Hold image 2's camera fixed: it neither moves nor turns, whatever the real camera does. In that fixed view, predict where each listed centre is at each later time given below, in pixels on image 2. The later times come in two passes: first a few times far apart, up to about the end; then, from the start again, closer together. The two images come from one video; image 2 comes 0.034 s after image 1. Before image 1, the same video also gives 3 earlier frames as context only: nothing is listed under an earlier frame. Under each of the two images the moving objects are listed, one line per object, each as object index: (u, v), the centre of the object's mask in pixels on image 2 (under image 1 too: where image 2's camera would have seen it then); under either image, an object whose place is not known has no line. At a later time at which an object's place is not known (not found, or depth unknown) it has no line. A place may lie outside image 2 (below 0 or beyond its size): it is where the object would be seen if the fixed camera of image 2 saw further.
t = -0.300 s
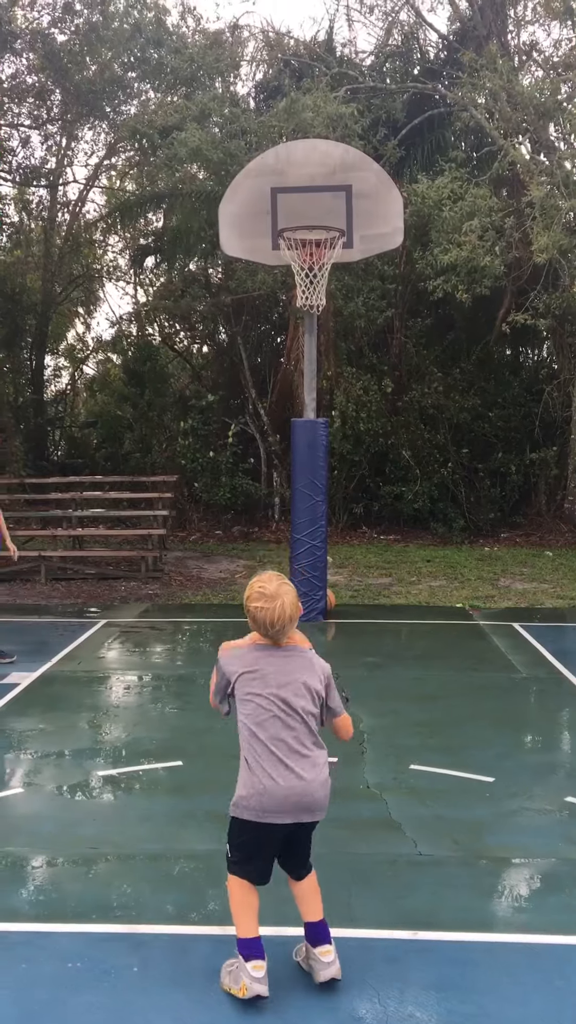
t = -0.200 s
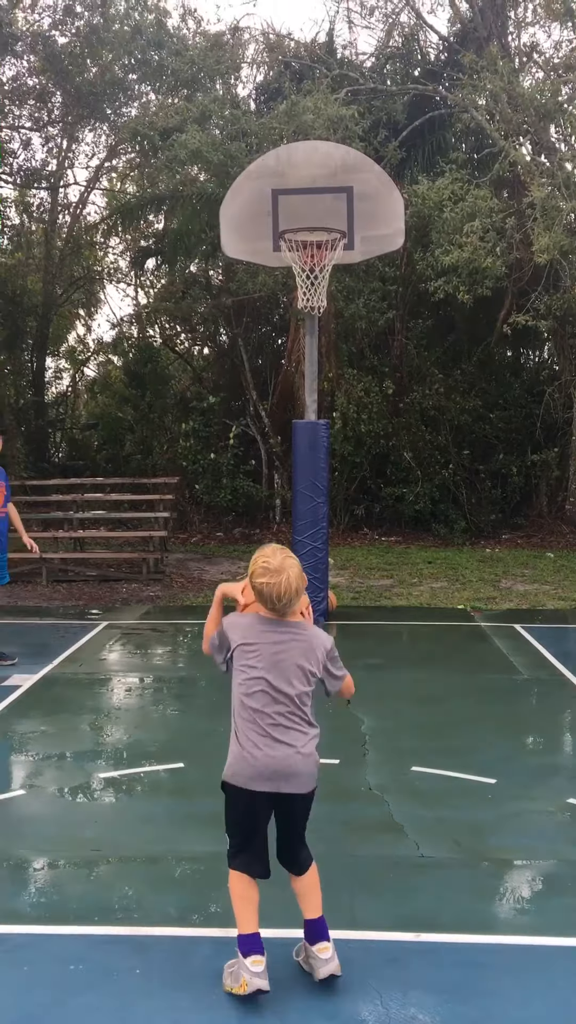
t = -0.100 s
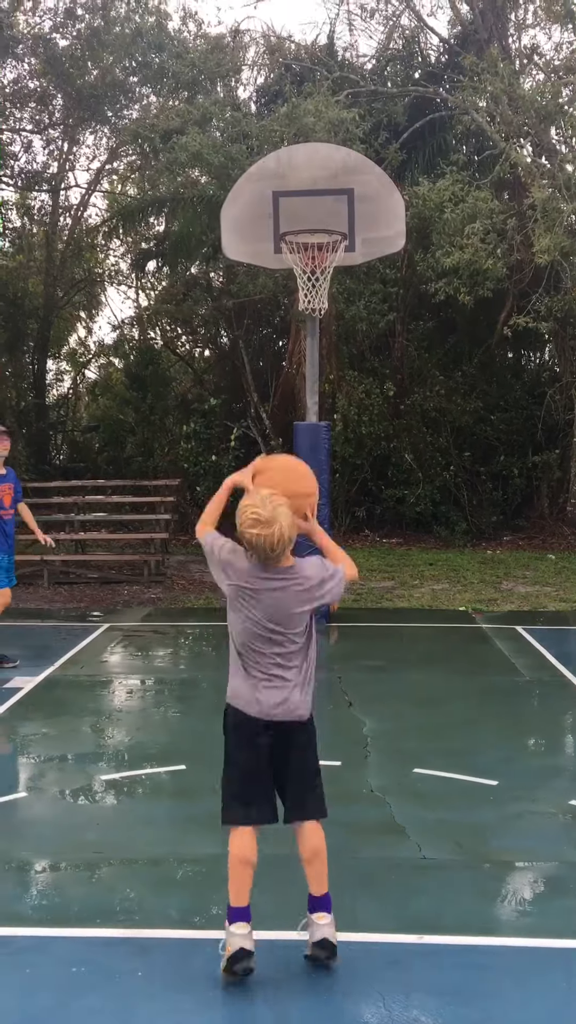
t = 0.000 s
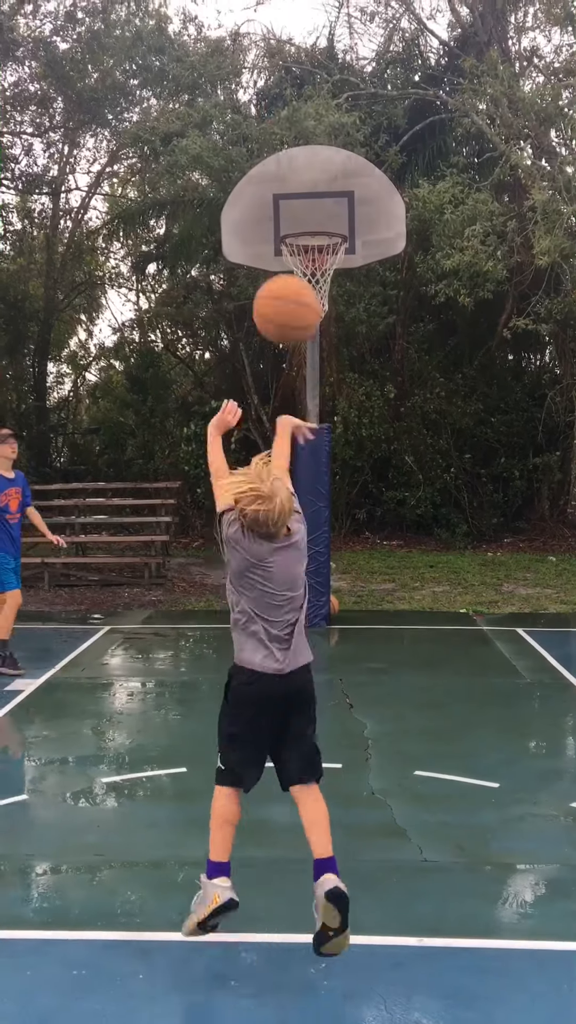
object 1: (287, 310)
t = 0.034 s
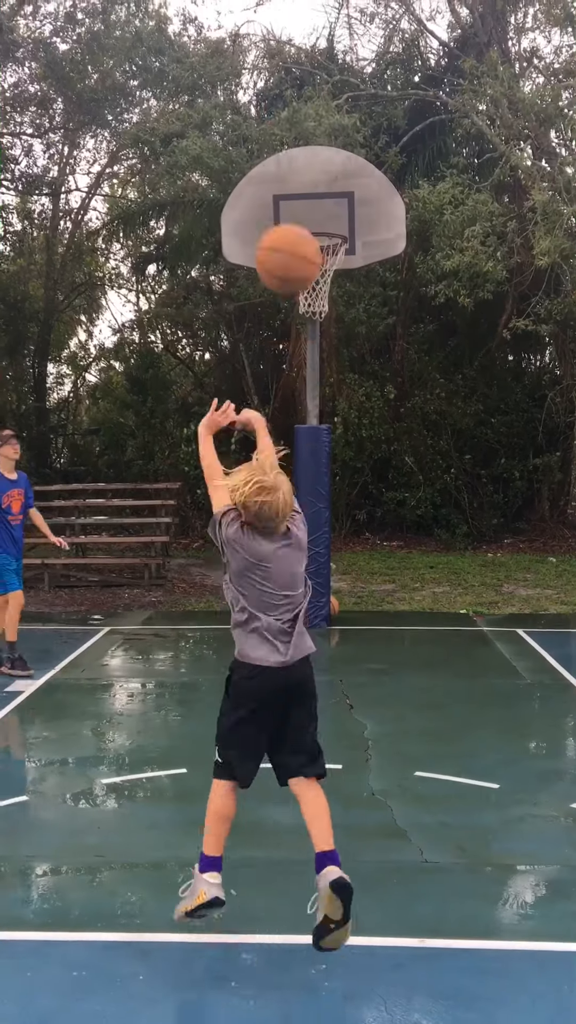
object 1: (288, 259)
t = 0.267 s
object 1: (295, 35)
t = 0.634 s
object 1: (304, 3)
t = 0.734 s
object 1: (305, 39)
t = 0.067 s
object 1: (289, 212)
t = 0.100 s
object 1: (291, 171)
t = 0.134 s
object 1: (292, 135)
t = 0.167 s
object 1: (293, 104)
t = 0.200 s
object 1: (293, 77)
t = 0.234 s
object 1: (294, 55)
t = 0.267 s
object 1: (295, 35)
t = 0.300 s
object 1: (296, 19)
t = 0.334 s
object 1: (297, 10)
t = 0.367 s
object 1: (298, 4)
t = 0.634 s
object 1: (304, 3)
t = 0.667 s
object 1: (305, 13)
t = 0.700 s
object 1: (305, 25)
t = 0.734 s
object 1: (305, 39)
